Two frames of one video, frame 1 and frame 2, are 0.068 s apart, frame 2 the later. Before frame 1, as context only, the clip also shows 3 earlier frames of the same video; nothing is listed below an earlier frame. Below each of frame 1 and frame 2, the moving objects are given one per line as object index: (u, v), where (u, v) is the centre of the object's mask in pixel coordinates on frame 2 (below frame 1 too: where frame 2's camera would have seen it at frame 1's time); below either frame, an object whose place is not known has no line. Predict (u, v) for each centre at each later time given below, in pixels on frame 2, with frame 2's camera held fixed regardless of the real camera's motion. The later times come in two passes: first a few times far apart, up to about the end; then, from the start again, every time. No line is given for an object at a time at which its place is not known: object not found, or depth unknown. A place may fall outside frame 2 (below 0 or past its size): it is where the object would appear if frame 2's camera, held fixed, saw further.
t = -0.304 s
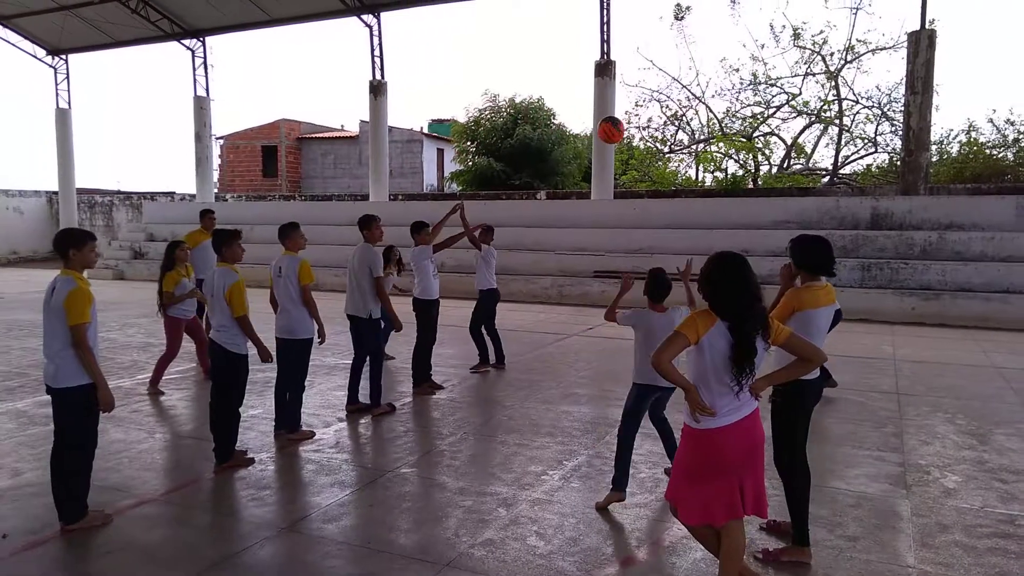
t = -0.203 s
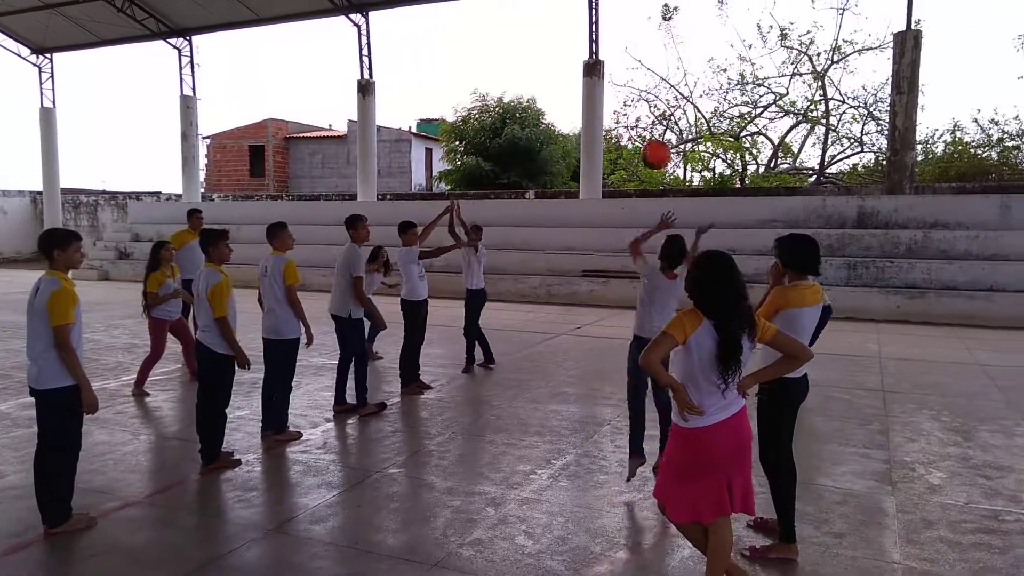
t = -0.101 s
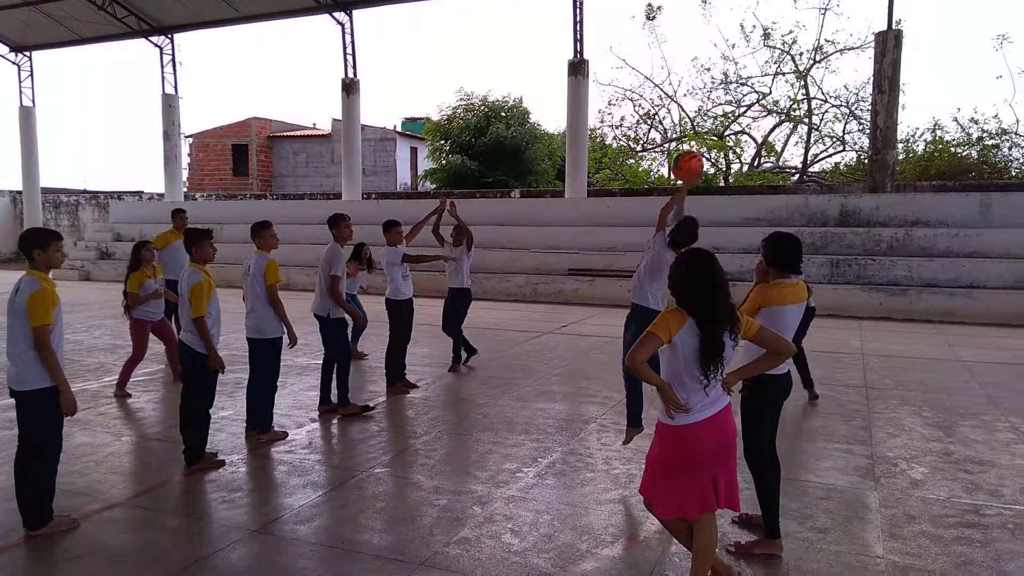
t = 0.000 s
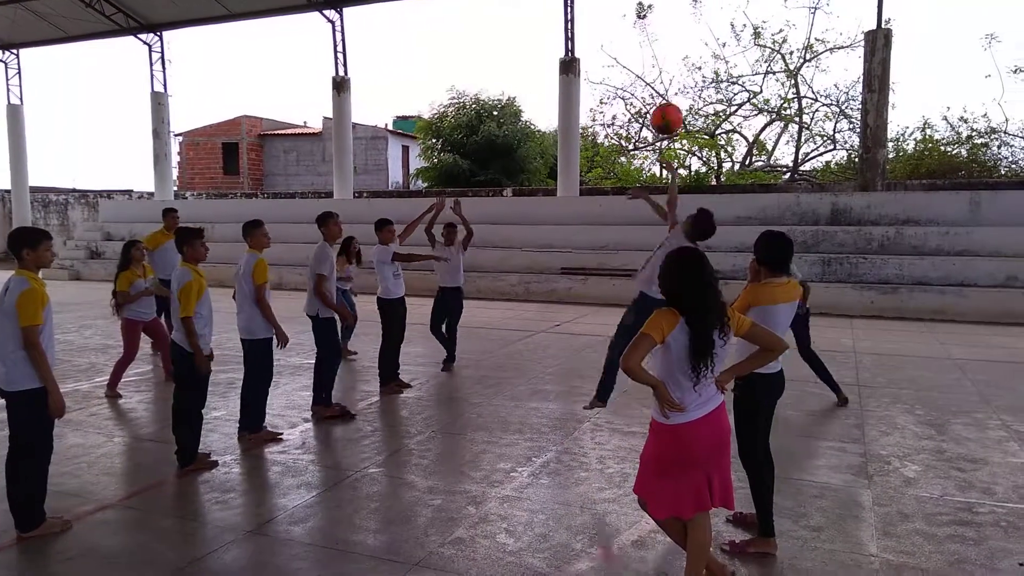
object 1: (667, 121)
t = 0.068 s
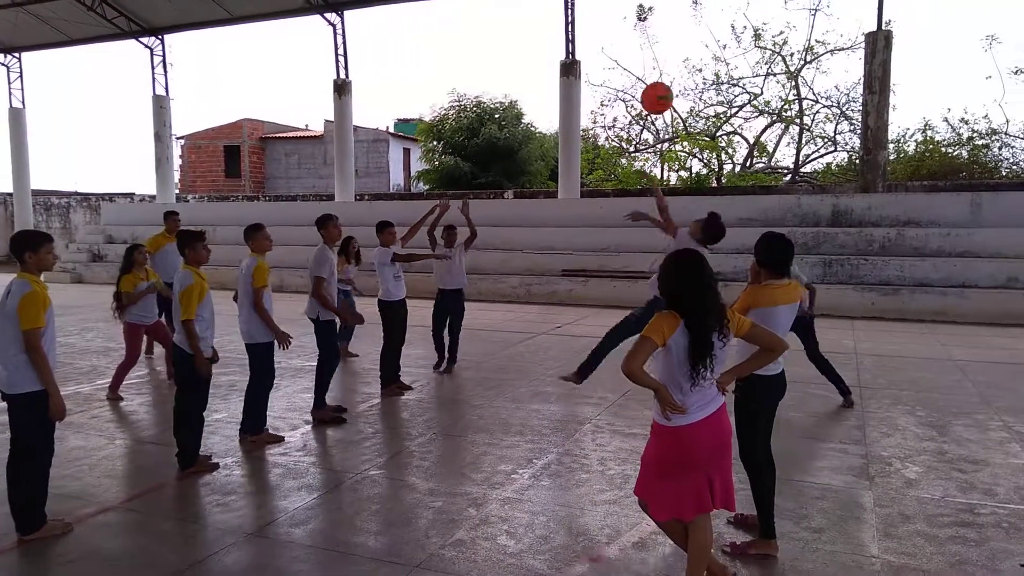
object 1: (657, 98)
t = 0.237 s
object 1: (629, 71)
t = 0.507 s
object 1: (582, 117)
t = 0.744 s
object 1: (541, 252)
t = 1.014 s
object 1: (498, 446)
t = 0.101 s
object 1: (651, 89)
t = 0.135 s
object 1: (646, 82)
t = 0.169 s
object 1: (641, 76)
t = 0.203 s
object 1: (635, 73)
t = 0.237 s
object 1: (629, 71)
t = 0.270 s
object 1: (624, 70)
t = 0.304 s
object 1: (618, 72)
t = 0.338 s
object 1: (612, 75)
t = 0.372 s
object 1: (606, 80)
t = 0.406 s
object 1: (600, 87)
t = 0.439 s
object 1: (594, 95)
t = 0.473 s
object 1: (588, 105)
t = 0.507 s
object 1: (582, 117)
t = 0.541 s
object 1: (577, 131)
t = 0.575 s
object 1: (571, 147)
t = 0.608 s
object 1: (565, 165)
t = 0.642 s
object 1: (559, 183)
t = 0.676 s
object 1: (553, 205)
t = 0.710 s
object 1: (547, 228)
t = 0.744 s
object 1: (541, 252)
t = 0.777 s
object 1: (535, 279)
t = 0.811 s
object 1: (529, 307)
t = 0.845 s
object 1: (523, 337)
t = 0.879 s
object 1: (517, 368)
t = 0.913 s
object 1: (511, 401)
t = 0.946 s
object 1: (505, 437)
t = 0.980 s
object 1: (500, 467)
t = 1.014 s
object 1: (498, 446)
